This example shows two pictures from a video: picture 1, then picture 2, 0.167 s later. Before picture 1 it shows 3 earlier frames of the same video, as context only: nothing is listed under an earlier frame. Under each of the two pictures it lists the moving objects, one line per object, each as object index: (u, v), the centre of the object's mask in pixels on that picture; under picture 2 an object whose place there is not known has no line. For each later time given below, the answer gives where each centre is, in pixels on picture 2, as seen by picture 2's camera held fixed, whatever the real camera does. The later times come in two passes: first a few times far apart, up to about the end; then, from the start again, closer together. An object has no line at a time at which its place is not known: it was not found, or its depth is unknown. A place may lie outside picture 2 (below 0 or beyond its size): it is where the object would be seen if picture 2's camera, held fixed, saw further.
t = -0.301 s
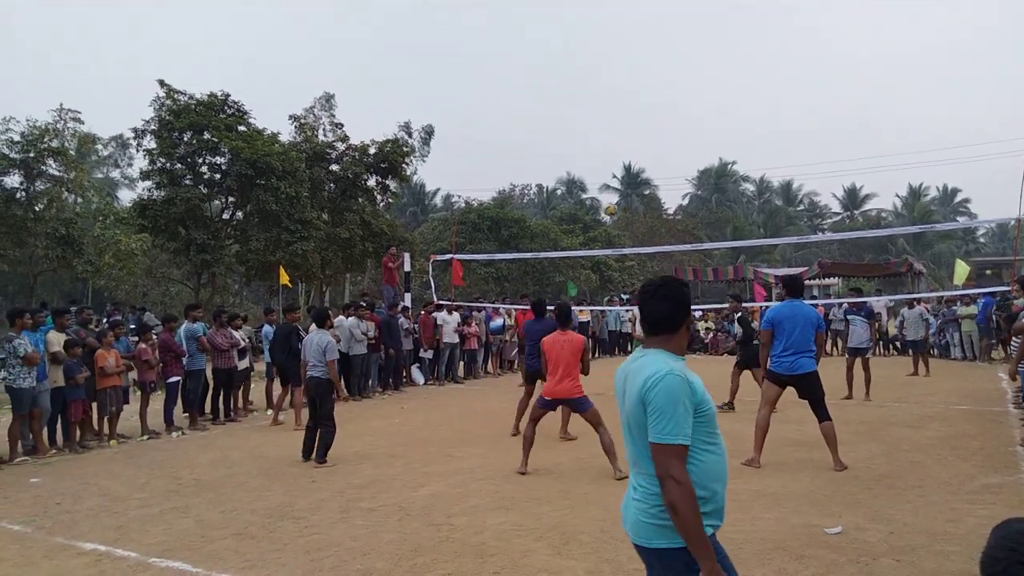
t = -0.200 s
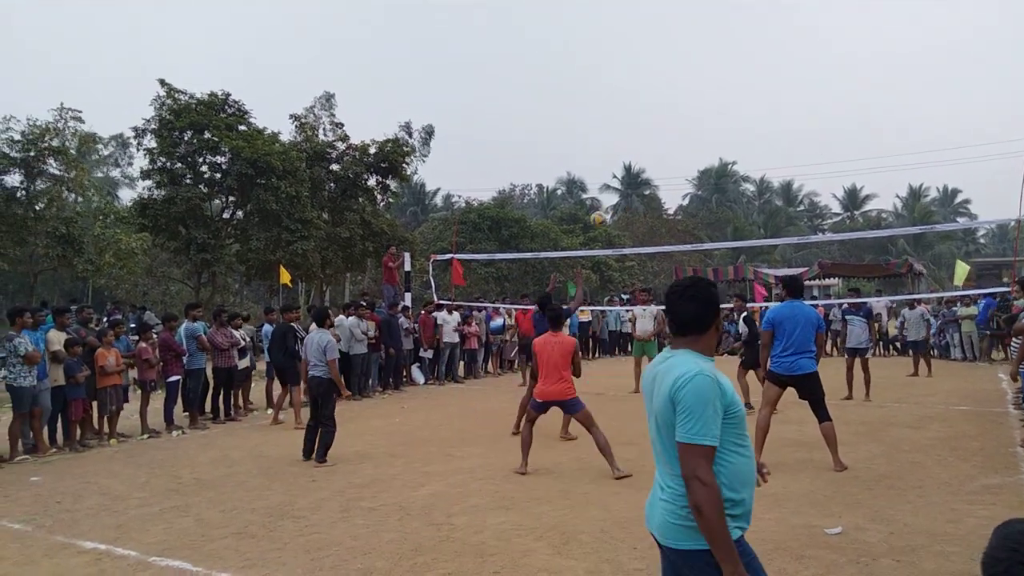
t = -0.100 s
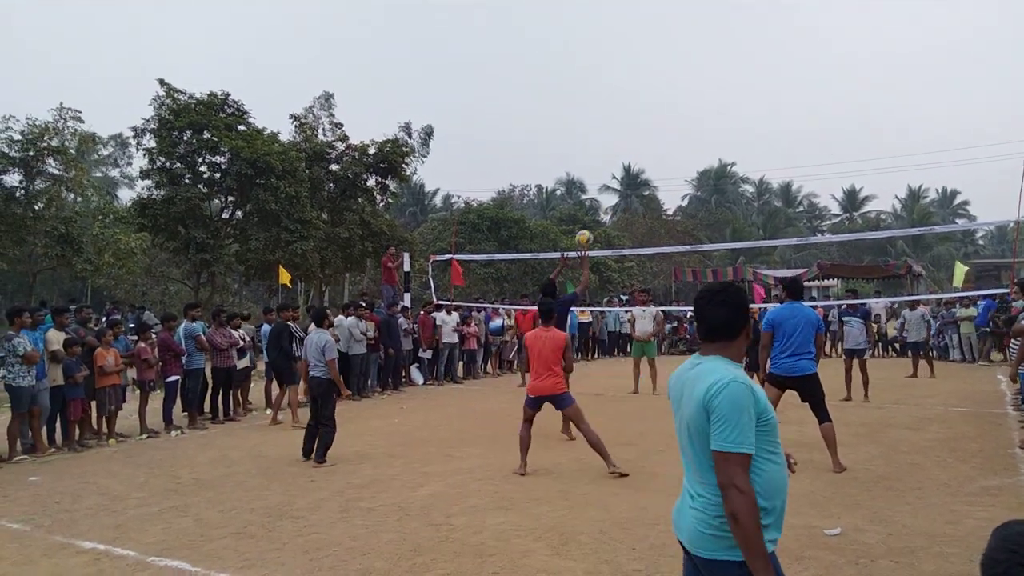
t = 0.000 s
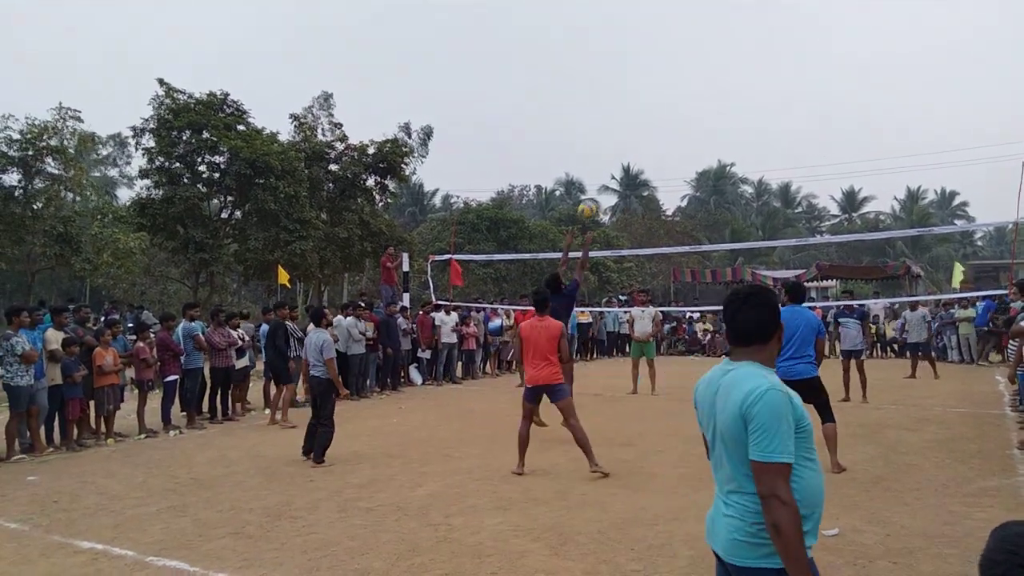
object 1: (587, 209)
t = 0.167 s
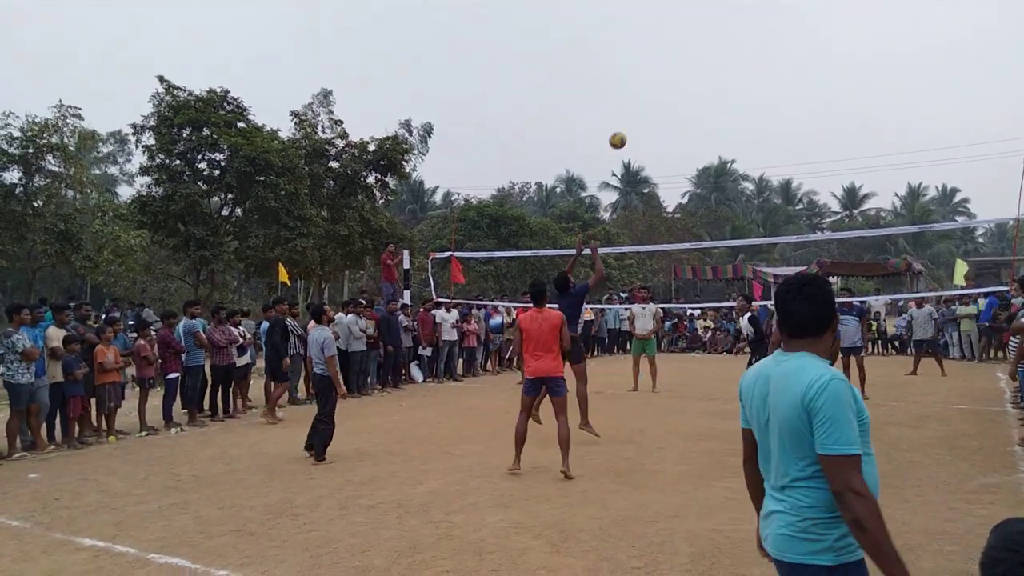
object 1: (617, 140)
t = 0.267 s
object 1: (635, 112)
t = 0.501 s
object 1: (674, 80)
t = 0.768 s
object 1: (719, 96)
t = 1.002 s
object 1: (759, 153)
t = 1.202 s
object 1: (793, 230)
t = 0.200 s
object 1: (623, 130)
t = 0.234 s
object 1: (629, 121)
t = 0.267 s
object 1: (635, 112)
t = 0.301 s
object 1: (641, 105)
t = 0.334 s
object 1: (646, 98)
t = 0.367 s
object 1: (652, 93)
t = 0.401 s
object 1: (658, 88)
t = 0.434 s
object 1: (663, 84)
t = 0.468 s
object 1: (669, 81)
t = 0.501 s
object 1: (674, 80)
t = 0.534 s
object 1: (680, 79)
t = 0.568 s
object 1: (686, 79)
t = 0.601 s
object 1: (691, 79)
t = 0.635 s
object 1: (696, 81)
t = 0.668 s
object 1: (702, 83)
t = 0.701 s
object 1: (707, 86)
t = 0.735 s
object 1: (713, 91)
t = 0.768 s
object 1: (719, 96)
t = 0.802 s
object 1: (725, 101)
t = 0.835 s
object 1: (730, 108)
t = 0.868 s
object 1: (736, 116)
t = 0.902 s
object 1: (742, 124)
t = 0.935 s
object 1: (748, 132)
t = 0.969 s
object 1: (753, 142)
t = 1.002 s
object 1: (759, 153)
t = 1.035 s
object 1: (765, 164)
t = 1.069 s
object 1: (770, 176)
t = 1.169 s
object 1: (787, 215)
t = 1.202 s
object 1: (793, 230)
